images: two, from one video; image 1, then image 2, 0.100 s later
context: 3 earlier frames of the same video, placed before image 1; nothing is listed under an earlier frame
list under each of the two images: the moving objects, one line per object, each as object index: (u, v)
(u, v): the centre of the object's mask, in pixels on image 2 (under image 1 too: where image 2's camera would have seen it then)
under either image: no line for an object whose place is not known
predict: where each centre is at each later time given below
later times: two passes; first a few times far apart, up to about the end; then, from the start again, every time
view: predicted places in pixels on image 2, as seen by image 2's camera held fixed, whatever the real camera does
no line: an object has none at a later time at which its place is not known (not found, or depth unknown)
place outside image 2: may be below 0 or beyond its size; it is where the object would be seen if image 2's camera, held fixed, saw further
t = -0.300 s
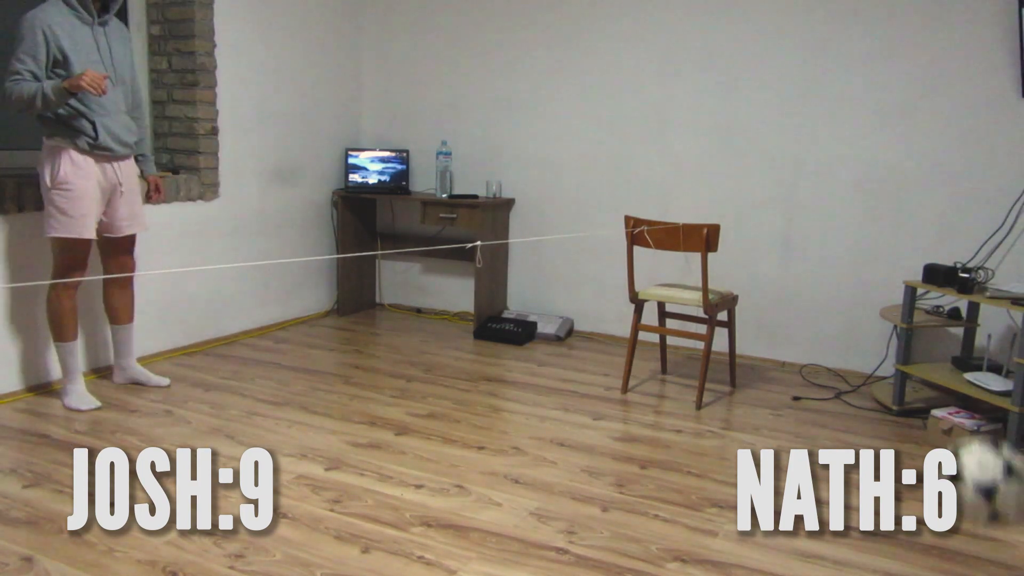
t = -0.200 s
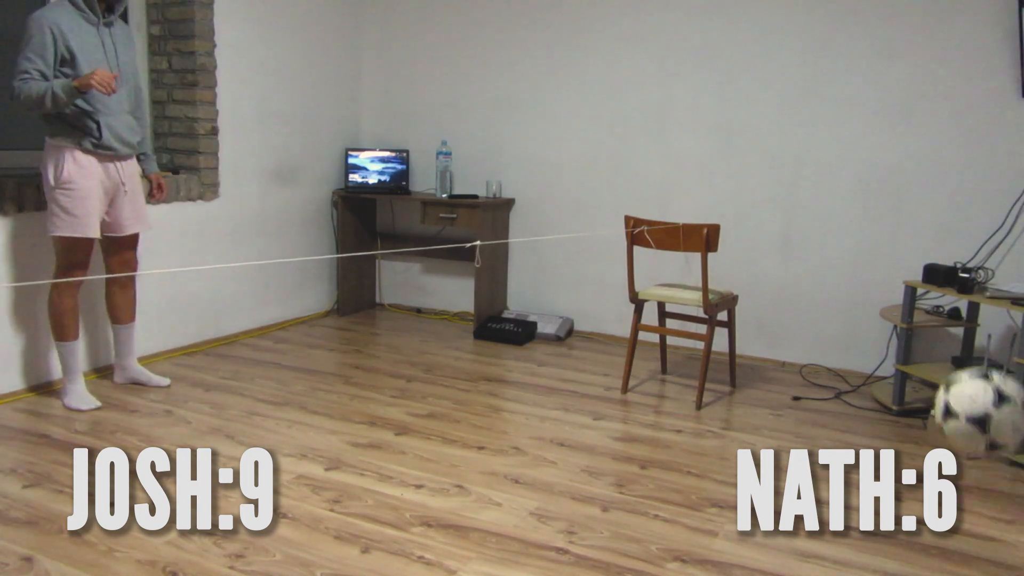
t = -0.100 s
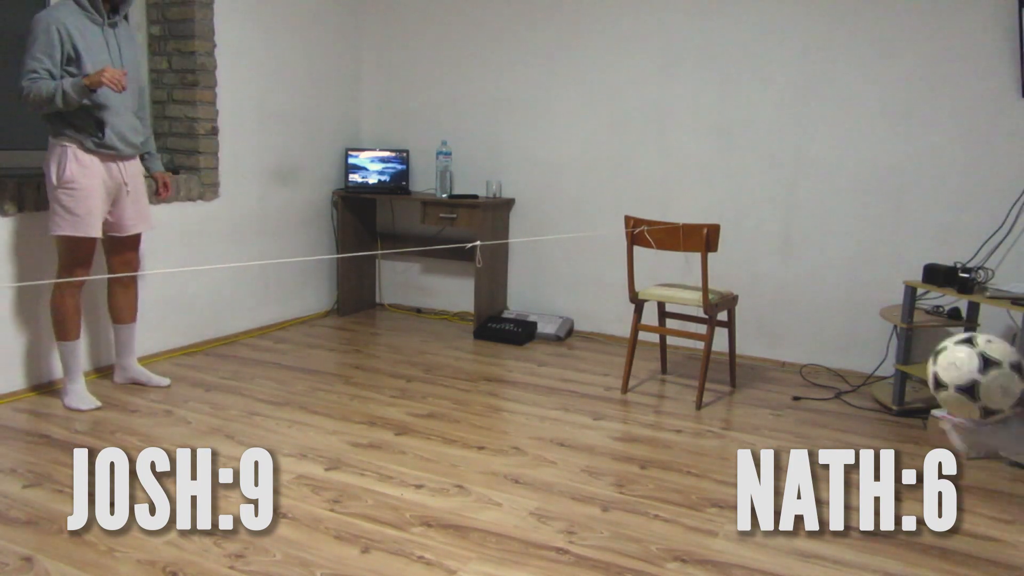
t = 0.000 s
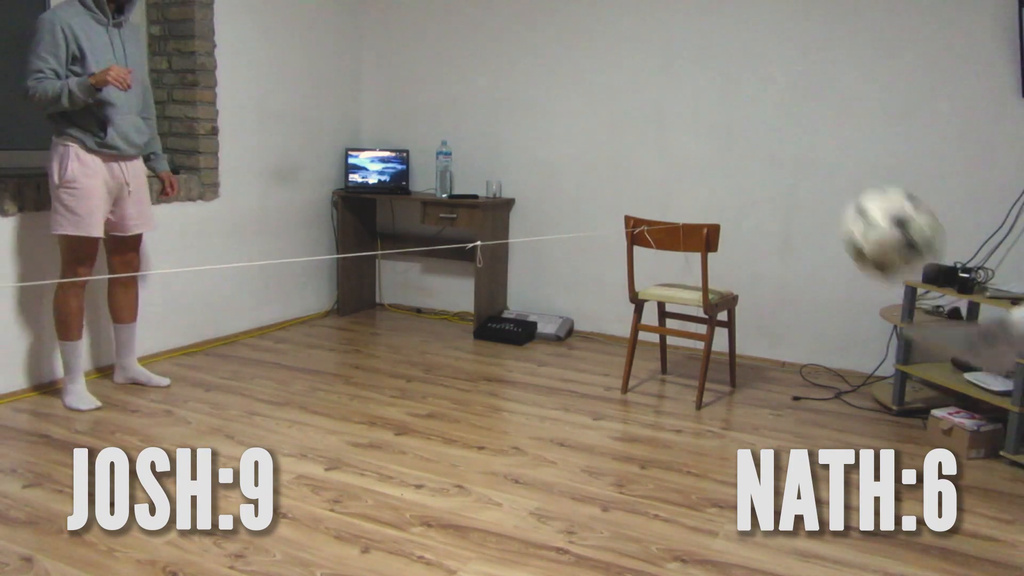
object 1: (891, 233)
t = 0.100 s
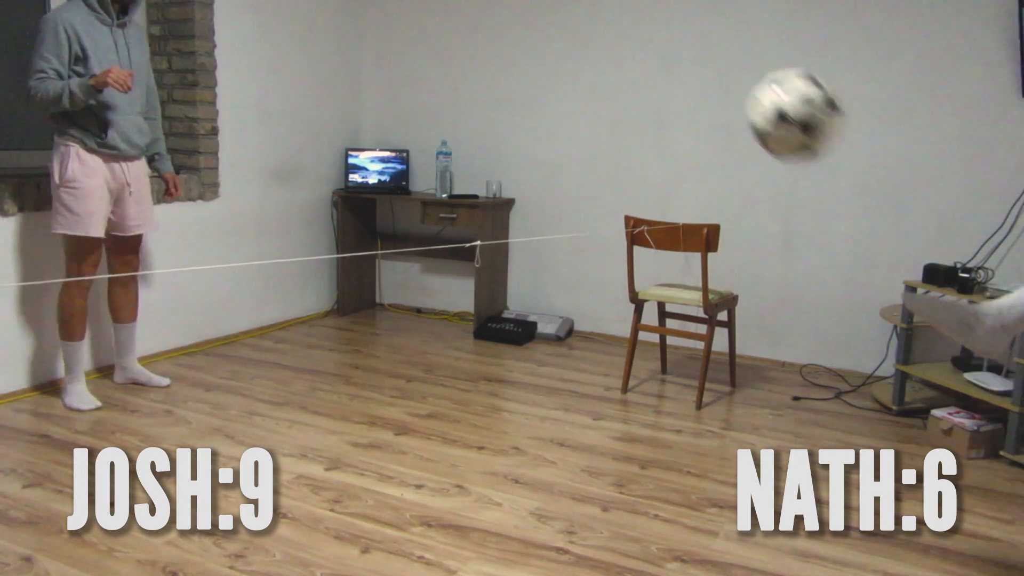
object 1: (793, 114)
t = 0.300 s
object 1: (606, 20)
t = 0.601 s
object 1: (357, 110)
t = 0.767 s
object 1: (246, 279)
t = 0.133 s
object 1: (761, 85)
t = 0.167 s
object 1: (729, 59)
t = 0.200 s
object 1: (697, 39)
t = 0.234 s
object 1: (667, 30)
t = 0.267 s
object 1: (634, 23)
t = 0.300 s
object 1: (606, 20)
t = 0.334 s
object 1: (575, 18)
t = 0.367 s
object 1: (545, 18)
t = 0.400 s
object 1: (516, 21)
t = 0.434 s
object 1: (487, 24)
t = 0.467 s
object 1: (459, 31)
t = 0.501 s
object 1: (434, 42)
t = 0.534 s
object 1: (408, 62)
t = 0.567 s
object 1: (381, 84)
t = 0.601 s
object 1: (357, 110)
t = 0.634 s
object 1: (333, 138)
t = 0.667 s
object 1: (310, 170)
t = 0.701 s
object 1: (289, 205)
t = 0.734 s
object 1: (266, 240)
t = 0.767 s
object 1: (246, 279)
